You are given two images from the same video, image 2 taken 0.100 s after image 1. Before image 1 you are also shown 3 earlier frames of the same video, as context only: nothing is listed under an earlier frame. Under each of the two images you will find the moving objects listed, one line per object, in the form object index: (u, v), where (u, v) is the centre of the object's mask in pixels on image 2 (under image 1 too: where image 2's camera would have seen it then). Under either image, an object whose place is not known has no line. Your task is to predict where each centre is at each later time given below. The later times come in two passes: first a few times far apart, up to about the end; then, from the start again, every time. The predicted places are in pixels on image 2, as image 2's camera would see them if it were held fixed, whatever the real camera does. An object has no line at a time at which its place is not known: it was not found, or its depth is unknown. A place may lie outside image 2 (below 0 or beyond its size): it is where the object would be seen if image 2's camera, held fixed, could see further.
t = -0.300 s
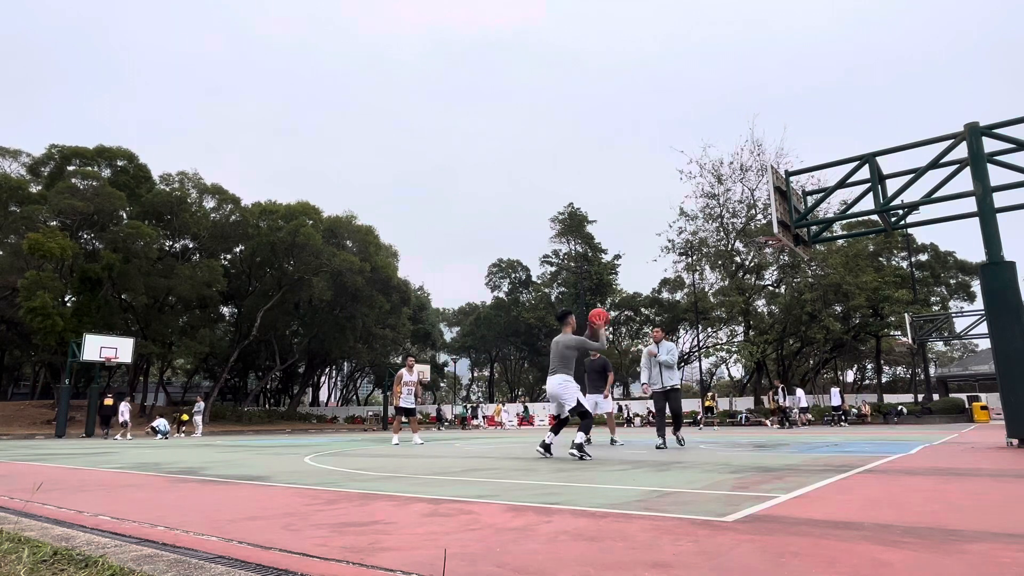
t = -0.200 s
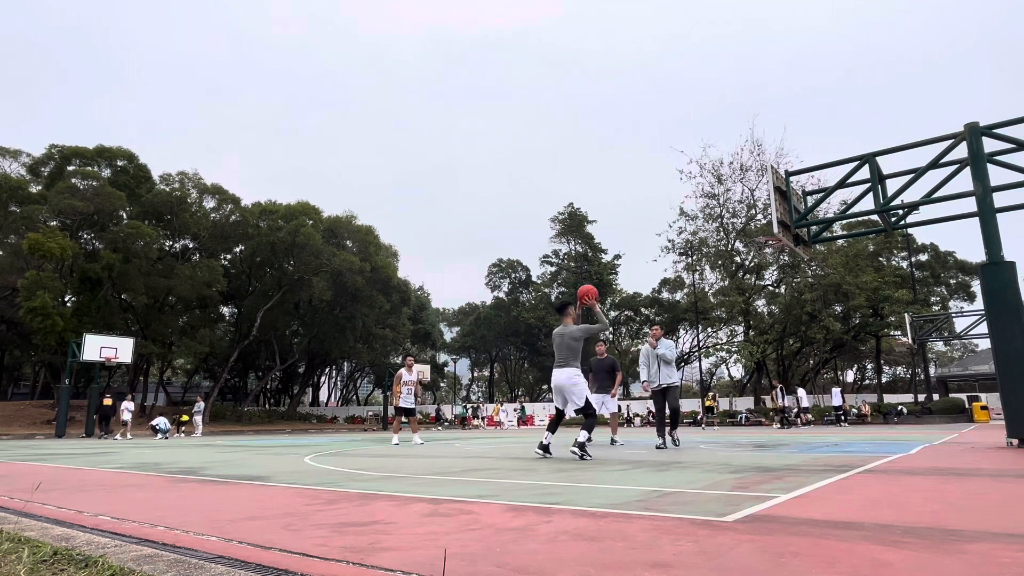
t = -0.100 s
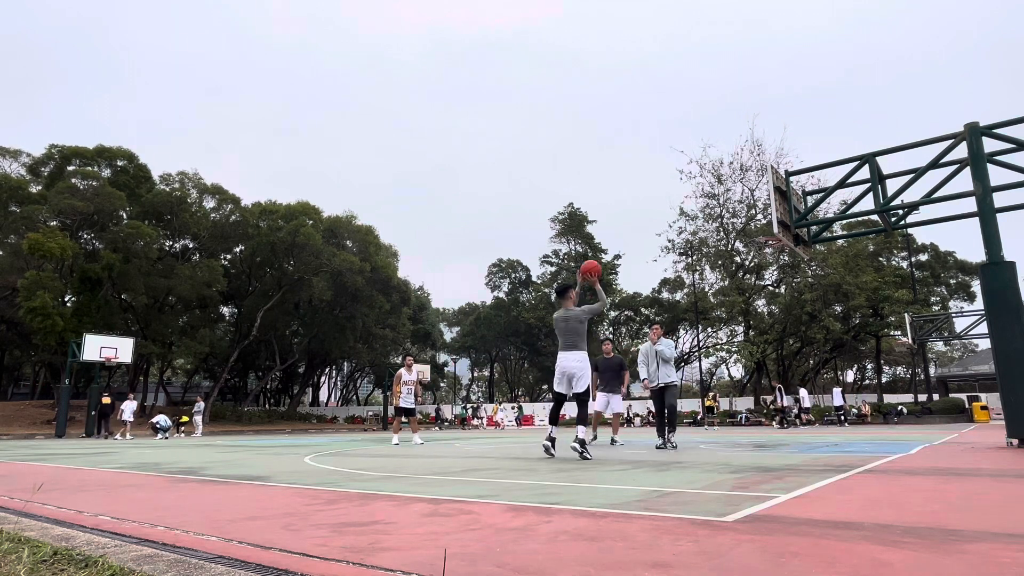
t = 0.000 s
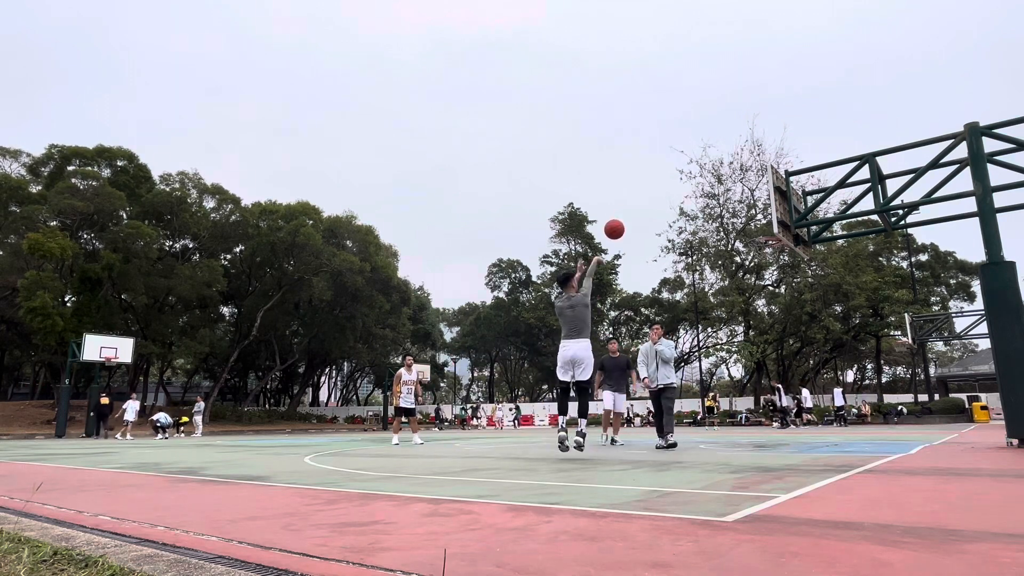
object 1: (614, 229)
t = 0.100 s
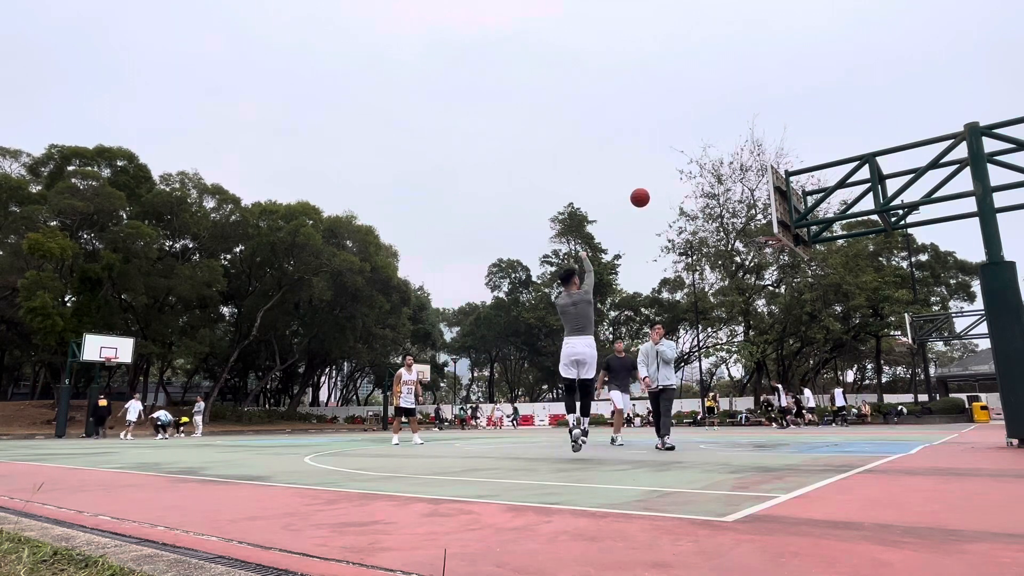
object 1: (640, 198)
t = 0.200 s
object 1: (664, 175)
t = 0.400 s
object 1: (709, 155)
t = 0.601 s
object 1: (751, 162)
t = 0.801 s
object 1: (730, 182)
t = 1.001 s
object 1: (689, 225)
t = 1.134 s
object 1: (661, 271)
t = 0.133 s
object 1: (648, 189)
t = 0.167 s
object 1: (656, 182)
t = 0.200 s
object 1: (664, 175)
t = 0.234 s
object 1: (672, 170)
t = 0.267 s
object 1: (679, 165)
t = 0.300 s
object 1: (687, 162)
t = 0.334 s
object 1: (694, 158)
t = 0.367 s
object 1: (702, 156)
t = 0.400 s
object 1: (709, 155)
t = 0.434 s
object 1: (716, 154)
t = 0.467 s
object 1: (723, 154)
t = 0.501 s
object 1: (730, 155)
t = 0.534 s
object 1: (737, 157)
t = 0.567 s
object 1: (744, 159)
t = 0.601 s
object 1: (751, 162)
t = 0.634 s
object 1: (758, 165)
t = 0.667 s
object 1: (759, 168)
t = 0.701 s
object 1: (752, 170)
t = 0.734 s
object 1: (745, 173)
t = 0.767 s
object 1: (738, 177)
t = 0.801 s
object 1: (730, 182)
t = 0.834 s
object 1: (724, 187)
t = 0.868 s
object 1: (717, 193)
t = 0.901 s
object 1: (709, 200)
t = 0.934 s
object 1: (703, 207)
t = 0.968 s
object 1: (695, 216)
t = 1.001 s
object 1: (689, 225)
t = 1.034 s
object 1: (681, 235)
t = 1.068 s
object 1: (674, 246)
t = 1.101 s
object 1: (668, 258)
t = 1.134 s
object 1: (661, 271)
